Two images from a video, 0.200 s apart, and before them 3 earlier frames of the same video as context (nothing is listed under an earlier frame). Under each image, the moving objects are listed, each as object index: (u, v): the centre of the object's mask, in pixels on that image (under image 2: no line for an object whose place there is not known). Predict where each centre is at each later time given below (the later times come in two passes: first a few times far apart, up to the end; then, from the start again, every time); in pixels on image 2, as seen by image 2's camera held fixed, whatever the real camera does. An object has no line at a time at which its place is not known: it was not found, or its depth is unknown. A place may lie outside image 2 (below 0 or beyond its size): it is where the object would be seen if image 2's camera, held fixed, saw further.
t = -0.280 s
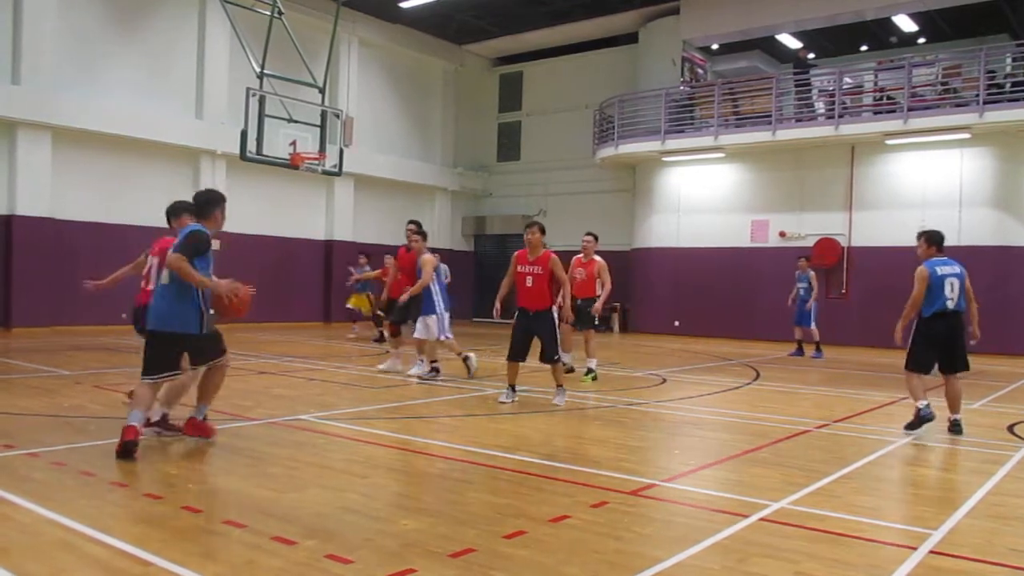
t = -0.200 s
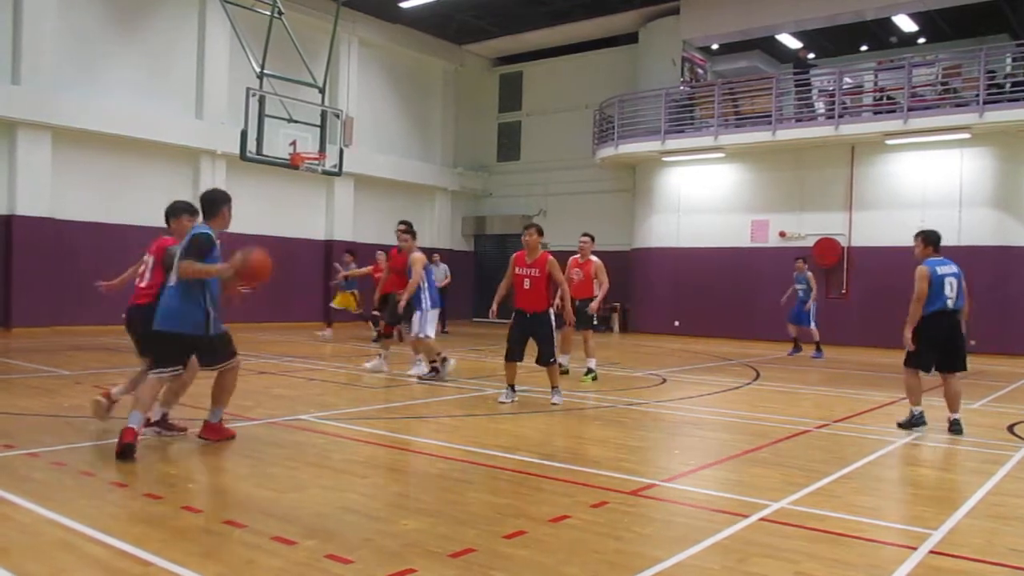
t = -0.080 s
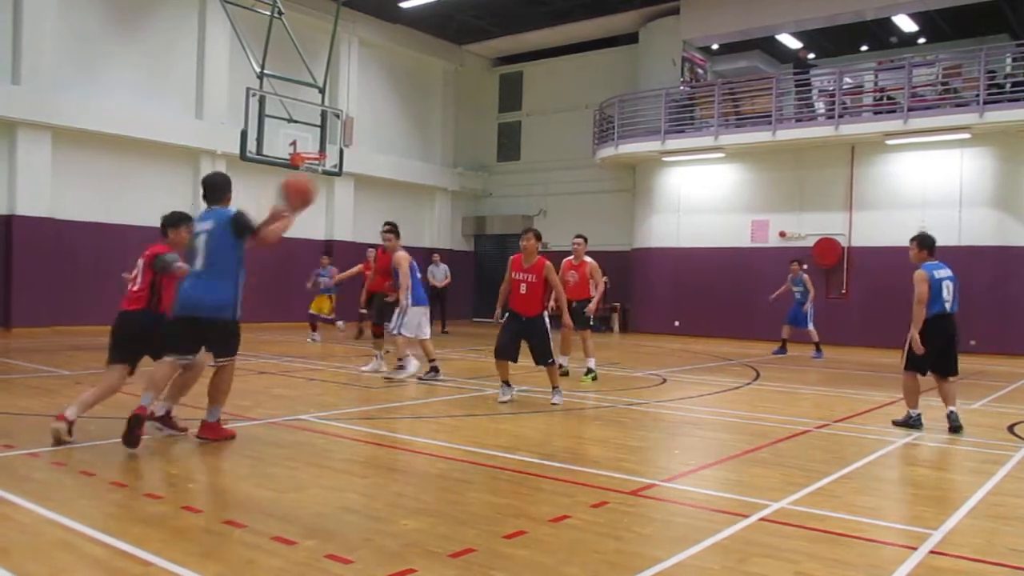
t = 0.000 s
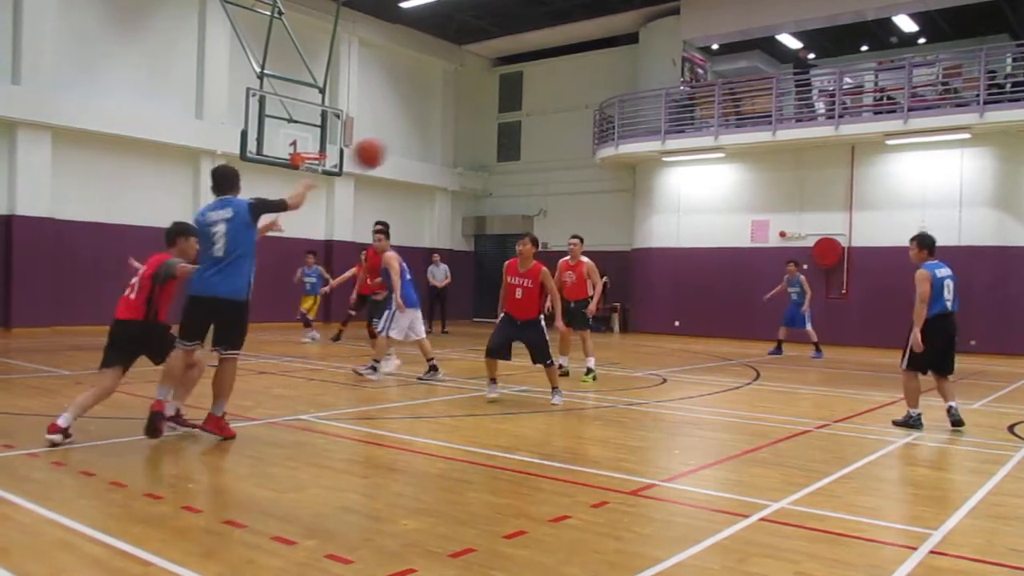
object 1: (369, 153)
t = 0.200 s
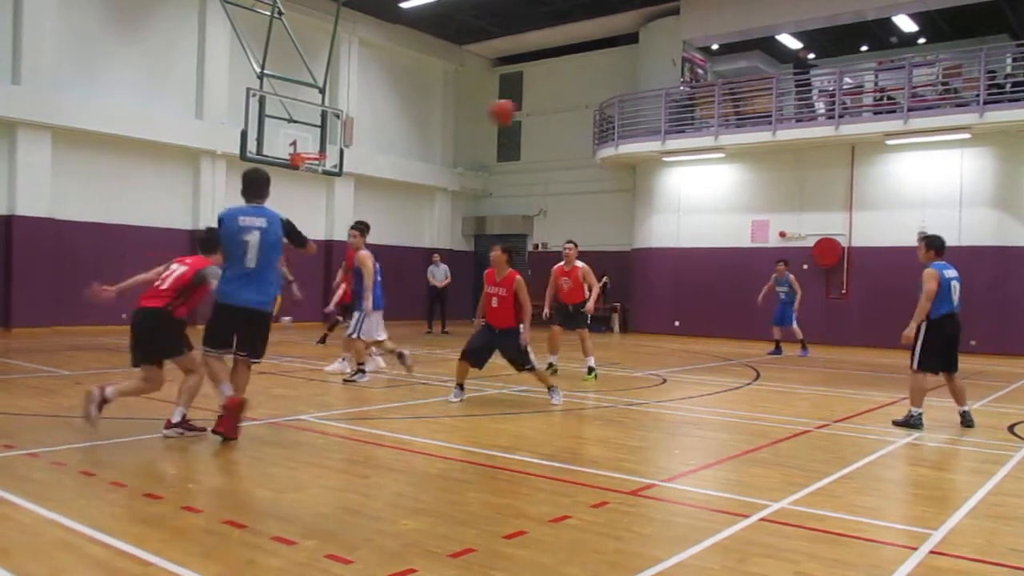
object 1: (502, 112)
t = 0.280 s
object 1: (540, 109)
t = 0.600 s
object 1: (648, 148)
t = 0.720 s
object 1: (675, 174)
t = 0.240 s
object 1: (523, 109)
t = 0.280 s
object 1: (540, 109)
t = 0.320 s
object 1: (557, 110)
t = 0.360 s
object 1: (574, 113)
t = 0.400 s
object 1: (588, 116)
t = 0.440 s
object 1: (602, 120)
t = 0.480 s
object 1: (616, 125)
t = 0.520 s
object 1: (628, 132)
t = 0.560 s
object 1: (638, 139)
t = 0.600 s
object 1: (648, 148)
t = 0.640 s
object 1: (658, 156)
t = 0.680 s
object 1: (667, 165)
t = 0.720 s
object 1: (675, 174)
